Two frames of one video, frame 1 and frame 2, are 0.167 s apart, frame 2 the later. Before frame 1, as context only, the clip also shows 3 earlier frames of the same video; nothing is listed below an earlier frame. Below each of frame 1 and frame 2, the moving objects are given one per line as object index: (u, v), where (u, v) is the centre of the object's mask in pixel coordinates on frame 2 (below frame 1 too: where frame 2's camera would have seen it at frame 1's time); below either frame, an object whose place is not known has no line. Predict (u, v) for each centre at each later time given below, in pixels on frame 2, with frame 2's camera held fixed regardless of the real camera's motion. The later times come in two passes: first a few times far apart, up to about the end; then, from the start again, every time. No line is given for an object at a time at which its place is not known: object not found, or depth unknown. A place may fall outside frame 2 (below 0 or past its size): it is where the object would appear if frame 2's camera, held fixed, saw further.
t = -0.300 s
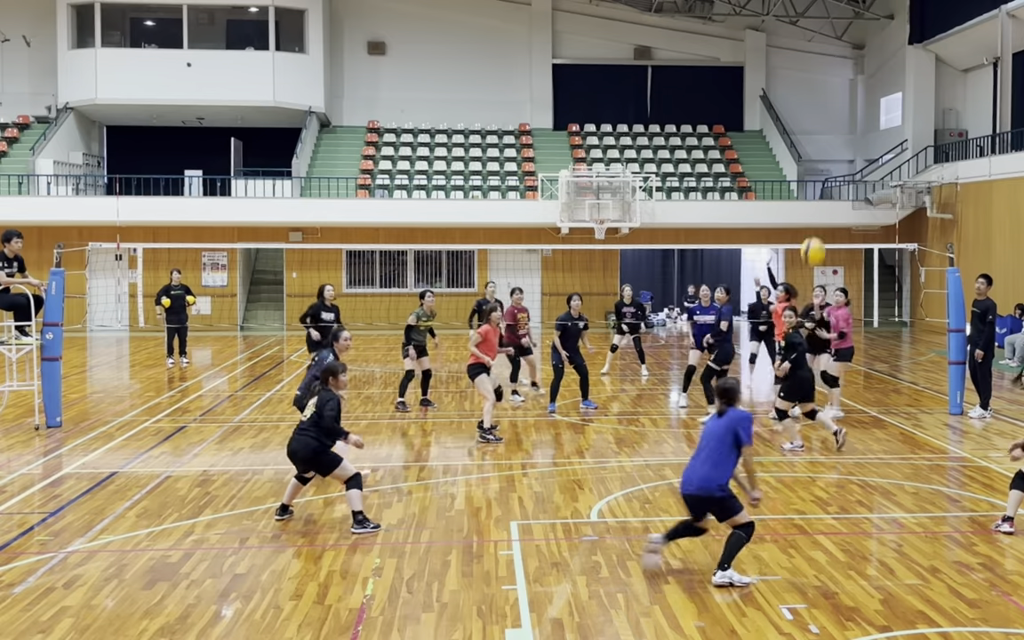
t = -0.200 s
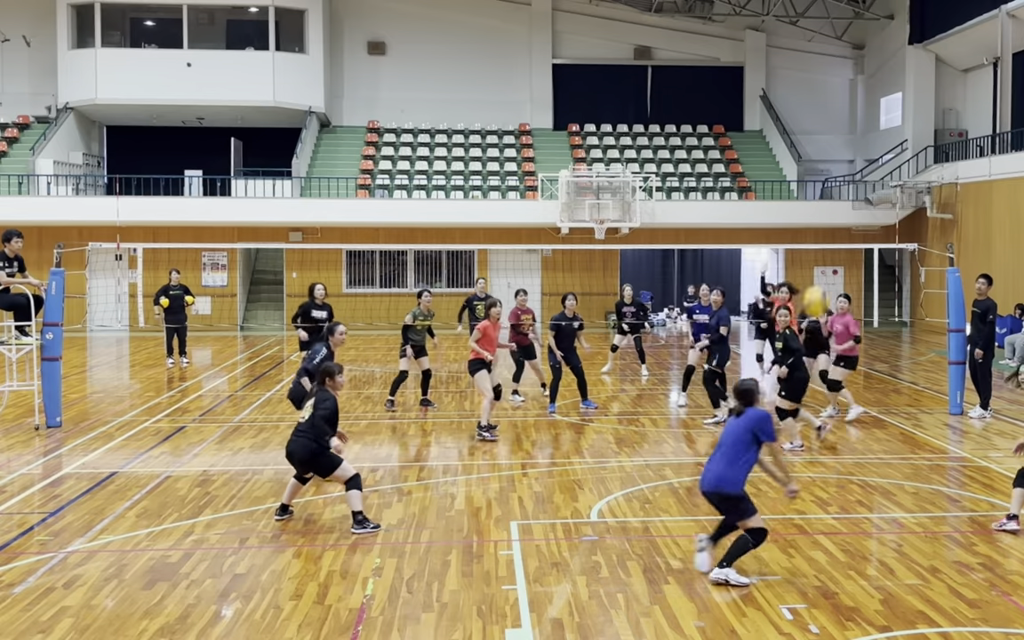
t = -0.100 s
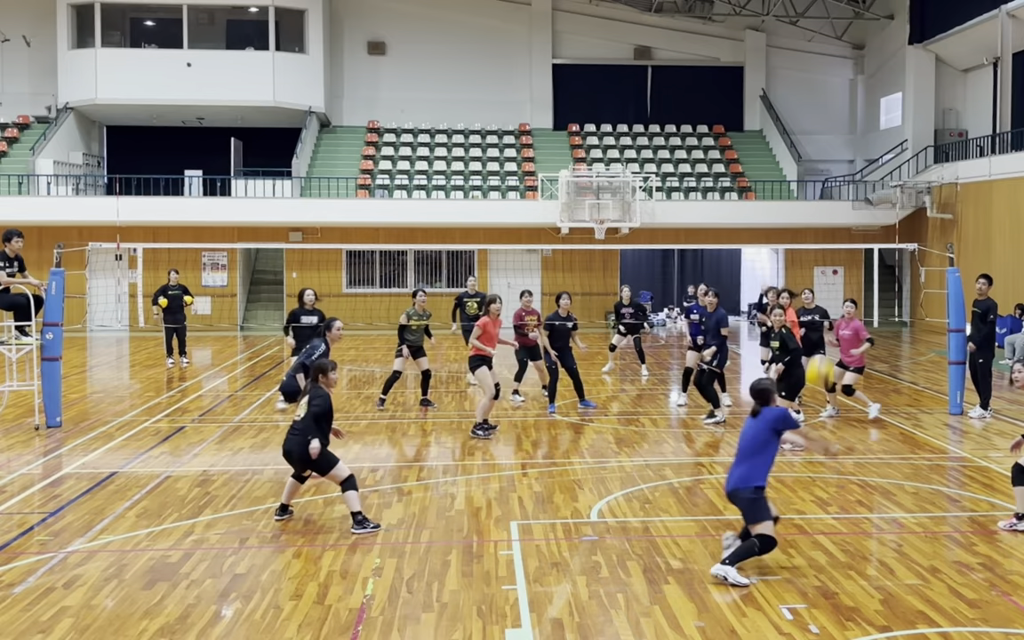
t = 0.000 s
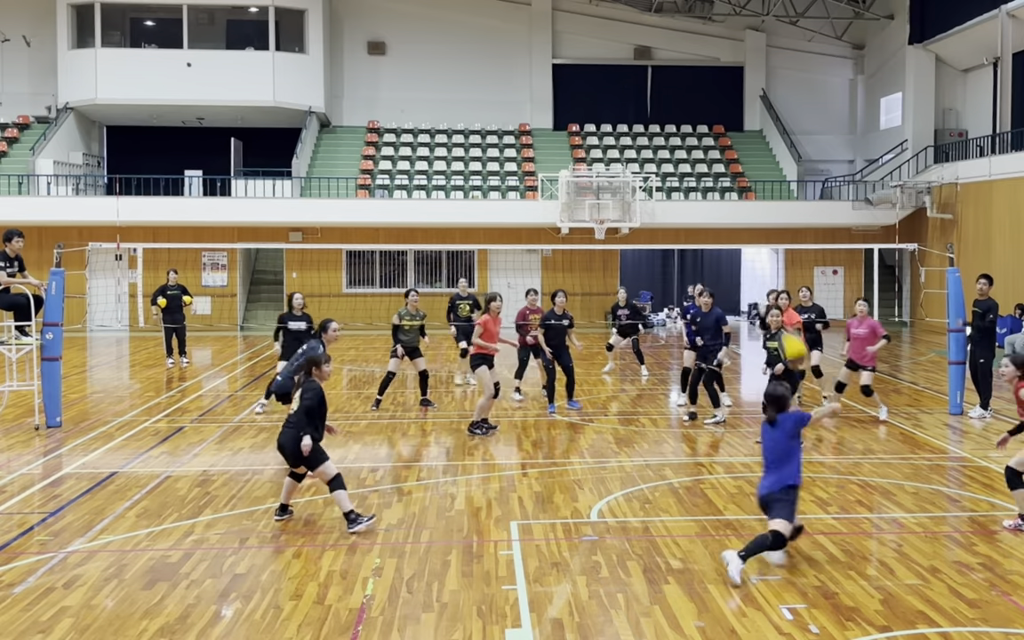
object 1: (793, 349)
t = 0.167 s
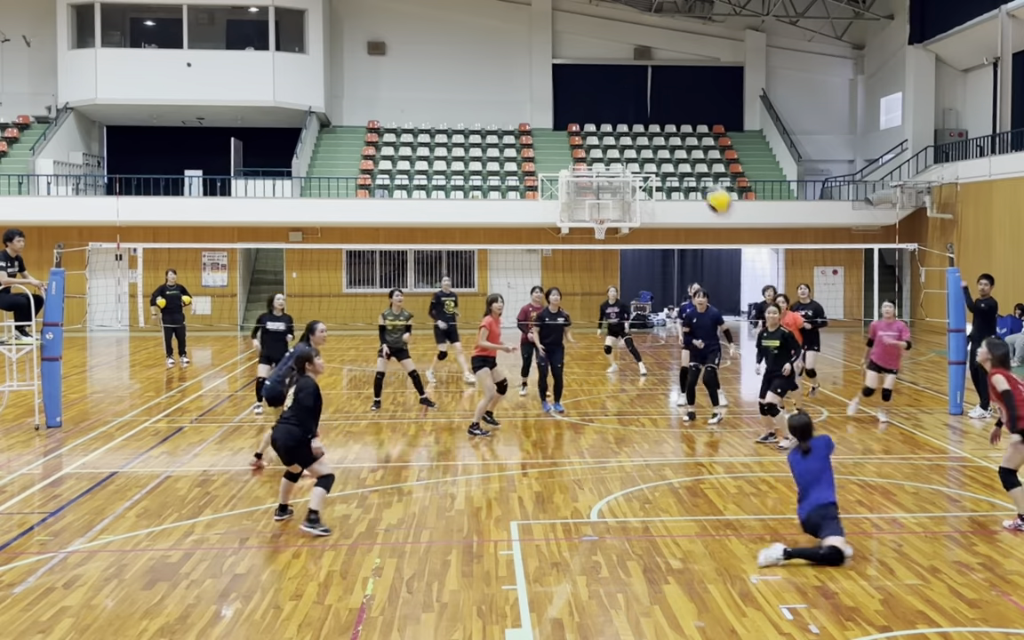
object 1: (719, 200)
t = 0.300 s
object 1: (666, 120)
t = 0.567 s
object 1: (568, 36)
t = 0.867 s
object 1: (473, 42)
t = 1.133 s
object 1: (399, 119)
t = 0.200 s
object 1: (706, 178)
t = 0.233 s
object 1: (693, 158)
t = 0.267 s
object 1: (679, 138)
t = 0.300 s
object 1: (666, 120)
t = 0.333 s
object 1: (653, 105)
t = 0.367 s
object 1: (640, 90)
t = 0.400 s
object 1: (628, 78)
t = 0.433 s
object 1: (616, 66)
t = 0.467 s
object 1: (604, 57)
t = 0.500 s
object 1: (592, 48)
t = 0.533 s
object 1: (580, 40)
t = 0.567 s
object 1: (568, 36)
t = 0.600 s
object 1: (558, 31)
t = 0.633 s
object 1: (546, 29)
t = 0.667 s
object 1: (535, 26)
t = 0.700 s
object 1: (524, 27)
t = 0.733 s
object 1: (513, 27)
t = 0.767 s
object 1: (503, 29)
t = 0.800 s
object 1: (493, 32)
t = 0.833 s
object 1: (483, 36)
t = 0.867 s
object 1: (473, 42)
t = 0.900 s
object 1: (462, 47)
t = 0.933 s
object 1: (453, 55)
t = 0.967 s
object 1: (443, 63)
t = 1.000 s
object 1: (434, 72)
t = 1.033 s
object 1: (425, 82)
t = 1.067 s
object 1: (416, 94)
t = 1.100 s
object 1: (408, 106)
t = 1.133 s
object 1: (399, 119)
